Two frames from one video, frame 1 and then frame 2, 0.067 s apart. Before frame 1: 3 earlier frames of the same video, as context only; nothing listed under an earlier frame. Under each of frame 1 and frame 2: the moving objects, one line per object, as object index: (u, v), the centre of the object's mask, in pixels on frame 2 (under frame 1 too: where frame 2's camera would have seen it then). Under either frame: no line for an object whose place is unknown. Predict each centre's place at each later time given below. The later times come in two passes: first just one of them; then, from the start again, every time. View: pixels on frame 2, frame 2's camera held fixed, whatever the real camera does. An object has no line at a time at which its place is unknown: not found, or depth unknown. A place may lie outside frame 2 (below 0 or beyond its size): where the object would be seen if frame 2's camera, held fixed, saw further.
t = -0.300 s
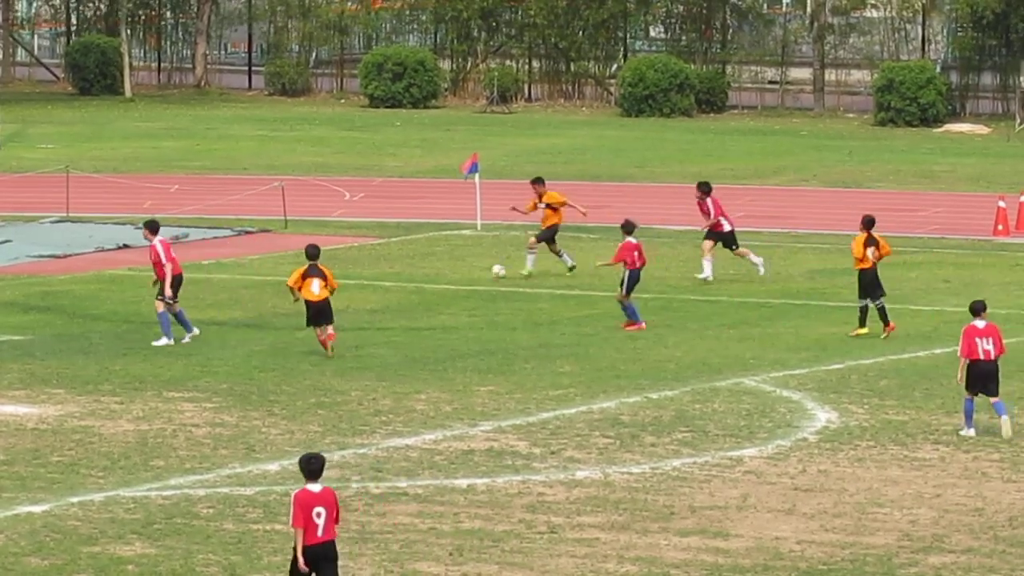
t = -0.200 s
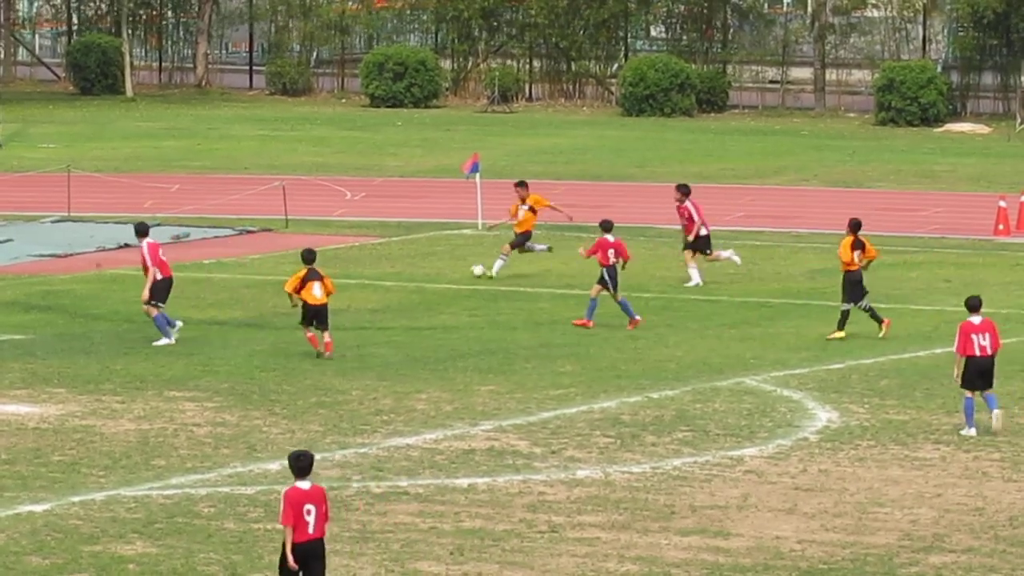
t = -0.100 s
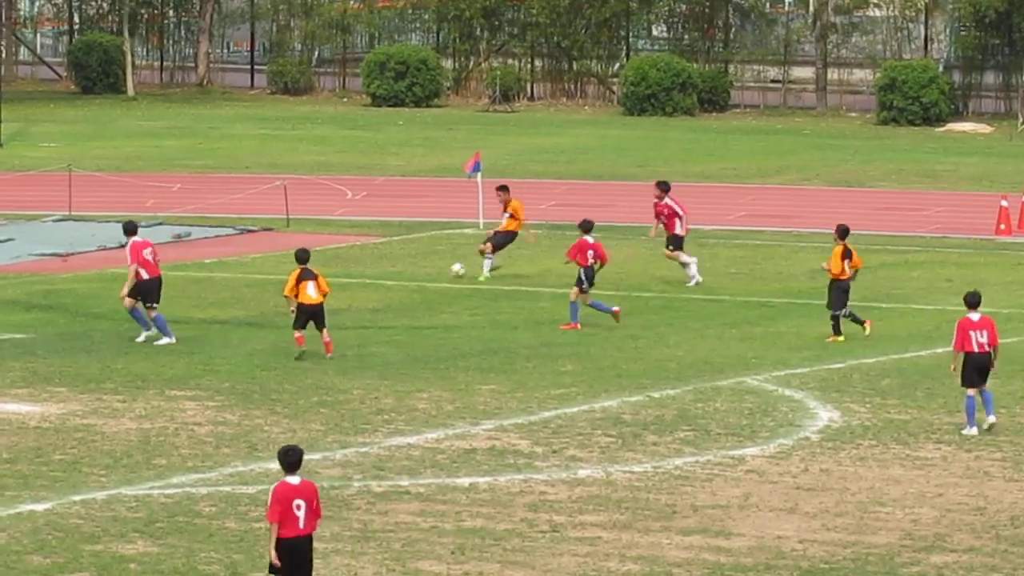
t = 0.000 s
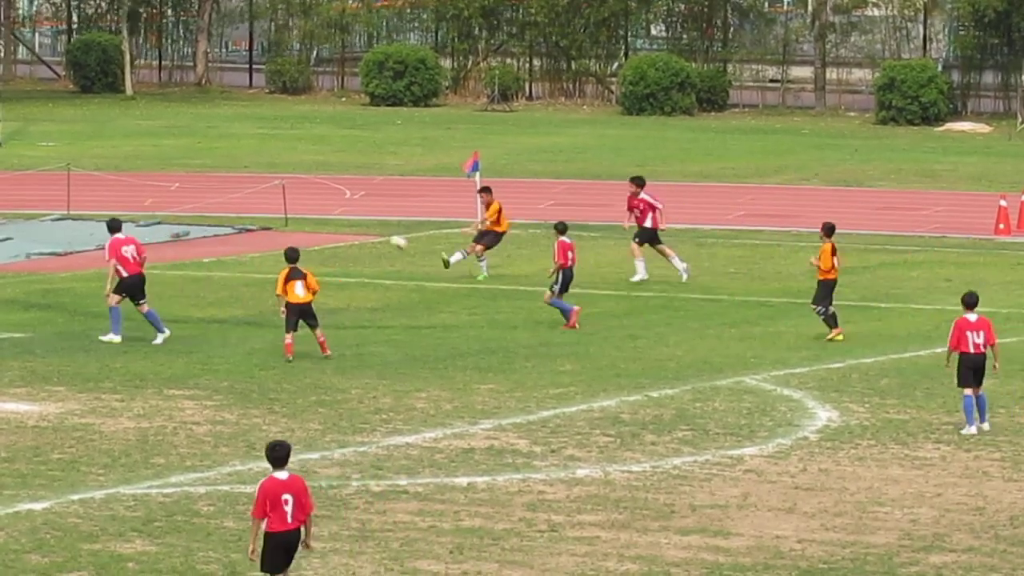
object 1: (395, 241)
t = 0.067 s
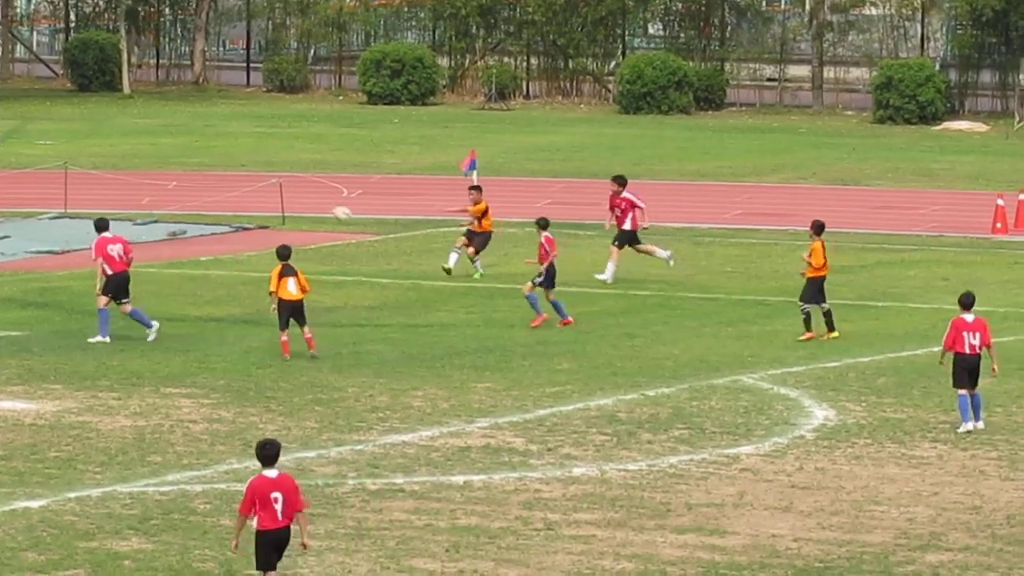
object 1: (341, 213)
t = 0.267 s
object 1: (186, 147)
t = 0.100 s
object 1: (315, 201)
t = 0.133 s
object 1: (288, 189)
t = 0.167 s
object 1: (263, 177)
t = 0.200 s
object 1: (236, 167)
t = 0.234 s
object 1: (211, 157)
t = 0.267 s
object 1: (186, 147)
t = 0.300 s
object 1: (160, 138)
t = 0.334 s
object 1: (134, 130)
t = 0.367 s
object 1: (109, 123)
